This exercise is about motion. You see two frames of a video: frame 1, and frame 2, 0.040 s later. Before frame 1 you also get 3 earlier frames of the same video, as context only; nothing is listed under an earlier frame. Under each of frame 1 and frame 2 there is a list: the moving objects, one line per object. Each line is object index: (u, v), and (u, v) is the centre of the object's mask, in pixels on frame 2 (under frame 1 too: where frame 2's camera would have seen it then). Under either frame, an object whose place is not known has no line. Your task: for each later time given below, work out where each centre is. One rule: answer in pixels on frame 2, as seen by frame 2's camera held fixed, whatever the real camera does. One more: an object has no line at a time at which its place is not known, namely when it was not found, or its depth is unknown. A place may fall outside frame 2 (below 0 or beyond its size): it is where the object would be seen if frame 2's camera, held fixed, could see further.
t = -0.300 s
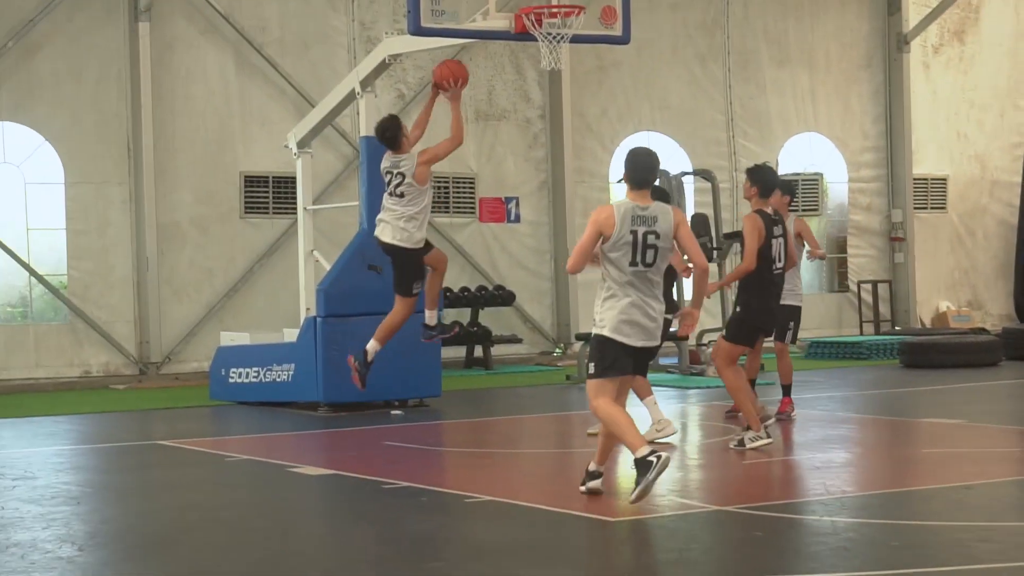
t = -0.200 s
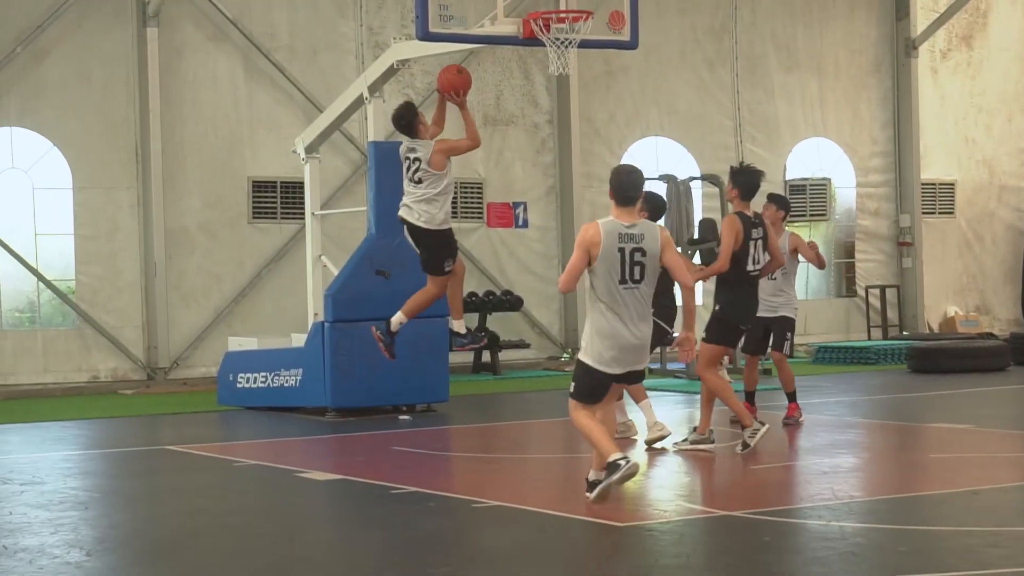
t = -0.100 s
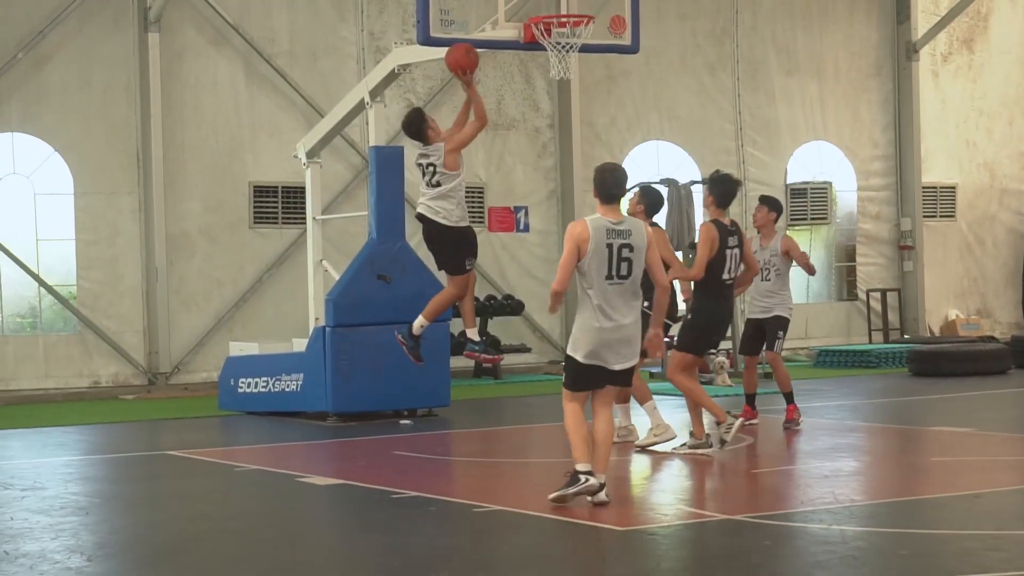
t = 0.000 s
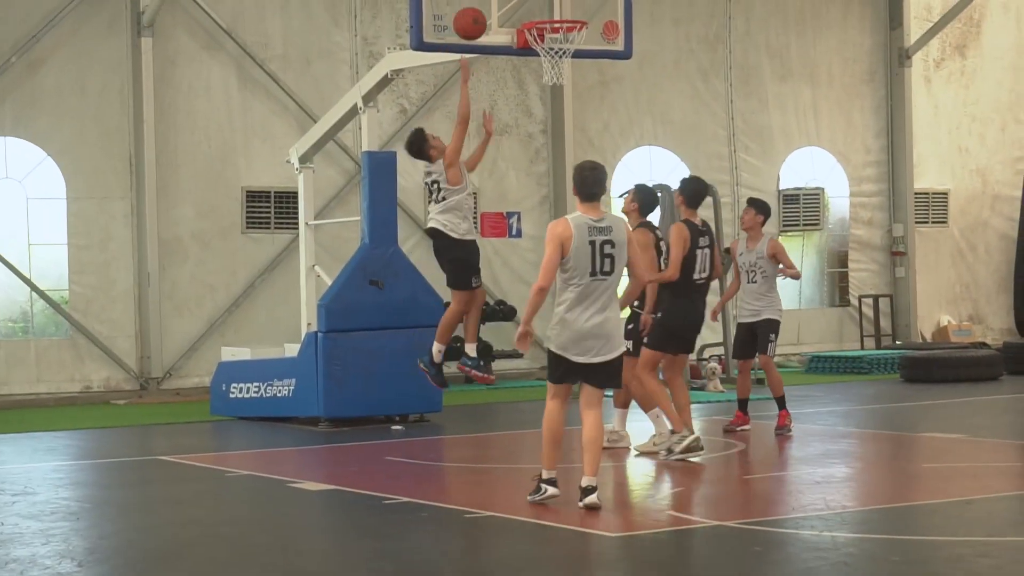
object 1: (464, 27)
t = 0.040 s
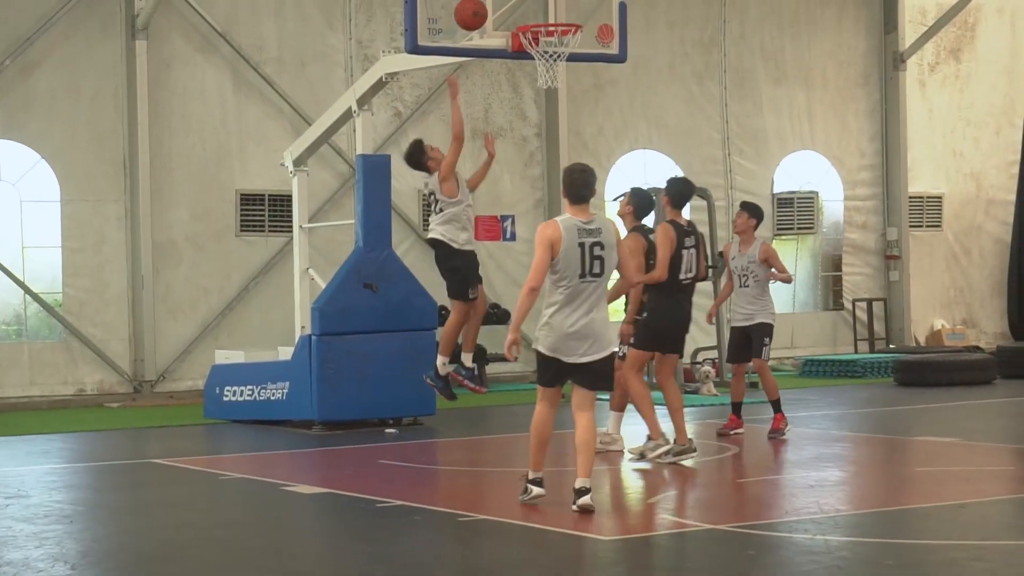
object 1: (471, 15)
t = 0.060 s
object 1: (474, 10)
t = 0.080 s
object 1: (477, 7)
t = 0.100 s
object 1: (481, 4)
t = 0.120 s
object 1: (485, 3)
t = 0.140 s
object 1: (490, 1)
